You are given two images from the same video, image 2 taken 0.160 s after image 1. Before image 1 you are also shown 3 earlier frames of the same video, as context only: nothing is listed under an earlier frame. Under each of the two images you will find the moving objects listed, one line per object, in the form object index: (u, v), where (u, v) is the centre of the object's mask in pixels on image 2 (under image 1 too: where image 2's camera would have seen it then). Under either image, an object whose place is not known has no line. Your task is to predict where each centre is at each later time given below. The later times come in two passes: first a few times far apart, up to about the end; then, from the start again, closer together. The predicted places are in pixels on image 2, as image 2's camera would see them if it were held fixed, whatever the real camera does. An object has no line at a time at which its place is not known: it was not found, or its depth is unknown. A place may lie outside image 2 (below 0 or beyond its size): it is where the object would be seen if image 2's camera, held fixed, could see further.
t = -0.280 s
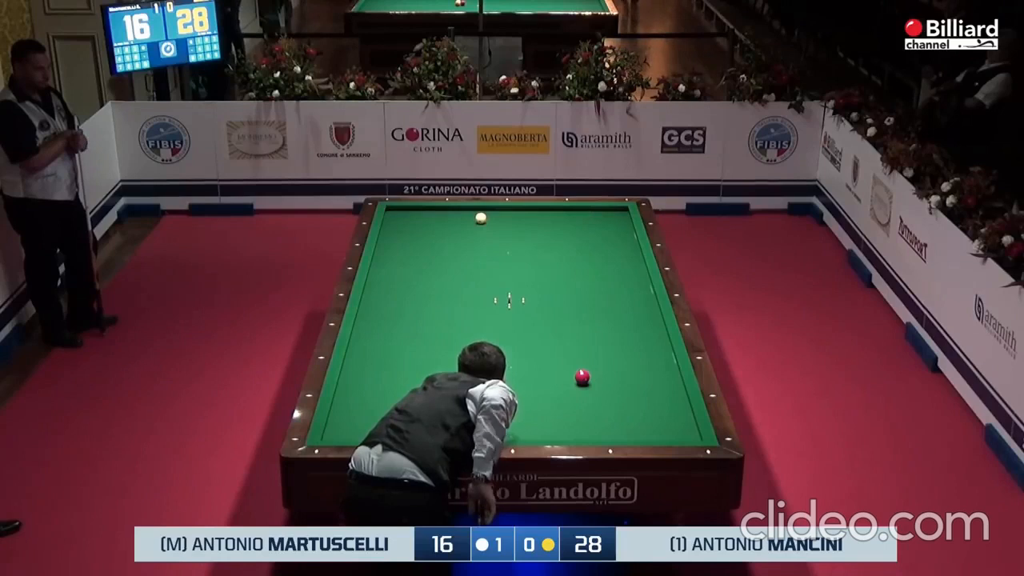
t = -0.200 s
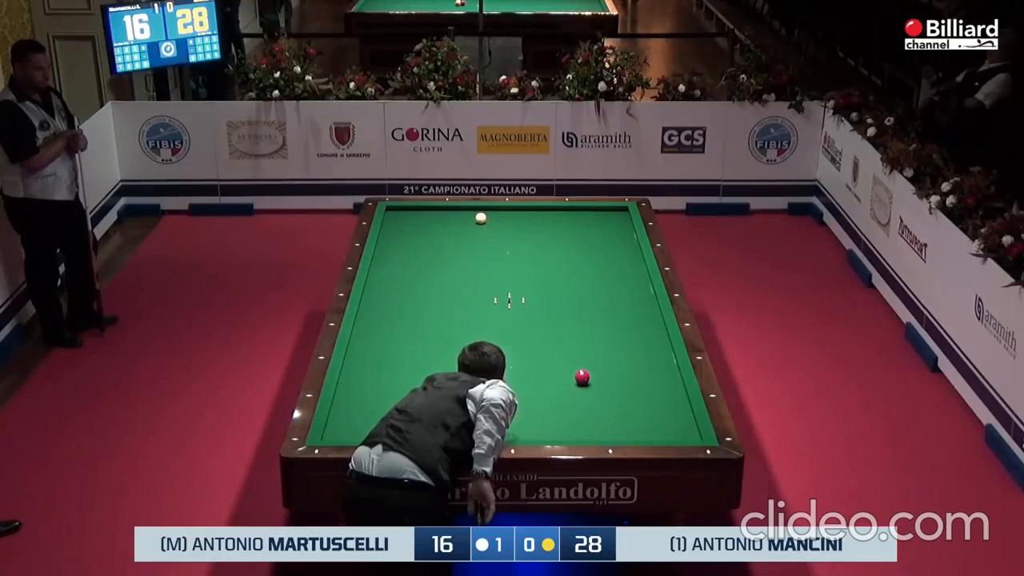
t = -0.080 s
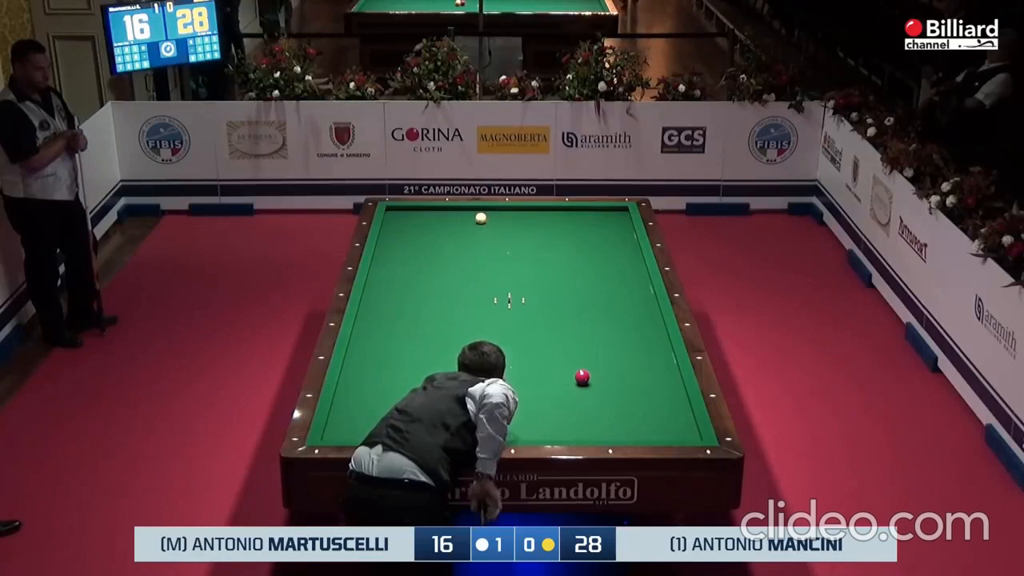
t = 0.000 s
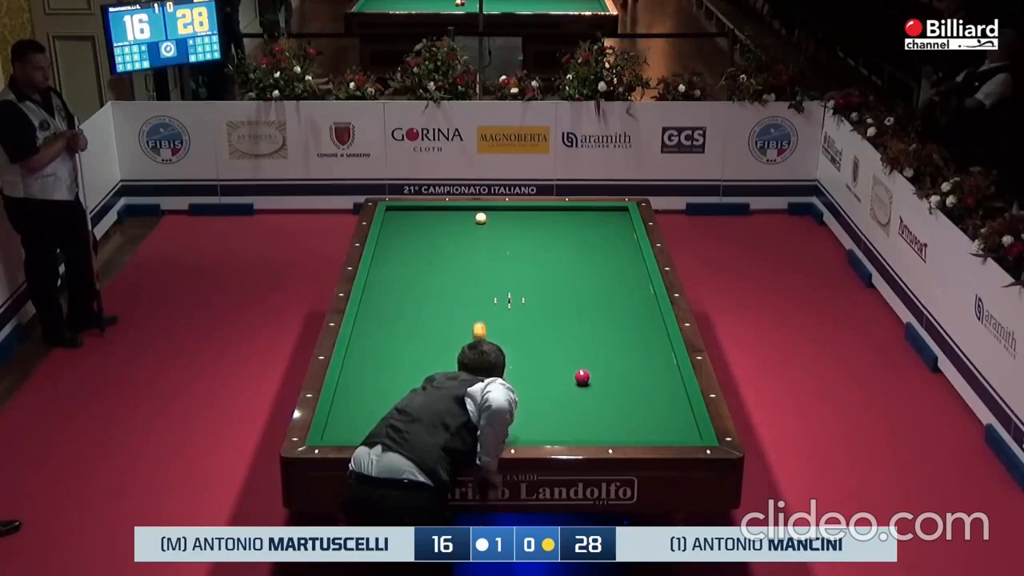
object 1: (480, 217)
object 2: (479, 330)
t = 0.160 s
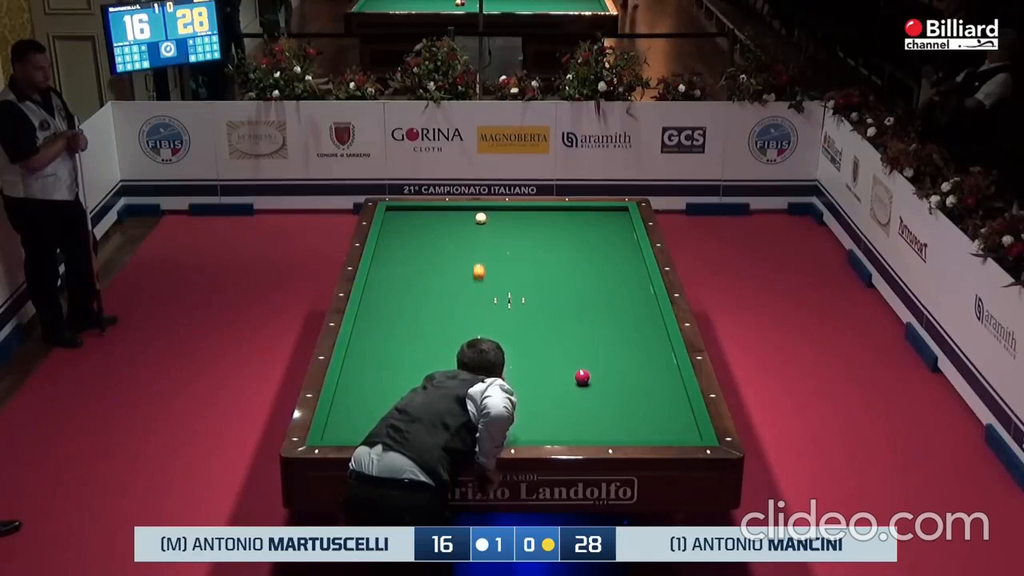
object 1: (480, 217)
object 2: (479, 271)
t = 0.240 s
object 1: (480, 217)
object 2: (479, 247)
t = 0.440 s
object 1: (490, 213)
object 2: (465, 219)
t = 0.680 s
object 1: (502, 254)
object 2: (439, 217)
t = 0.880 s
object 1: (512, 289)
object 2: (419, 215)
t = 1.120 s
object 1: (526, 332)
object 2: (396, 213)
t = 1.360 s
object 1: (541, 384)
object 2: (400, 212)
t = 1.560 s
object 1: (556, 433)
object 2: (410, 212)
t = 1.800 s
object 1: (550, 395)
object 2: (421, 211)
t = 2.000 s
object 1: (546, 367)
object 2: (430, 211)
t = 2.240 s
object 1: (542, 339)
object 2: (441, 210)
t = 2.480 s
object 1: (539, 314)
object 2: (450, 210)
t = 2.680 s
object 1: (536, 295)
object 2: (458, 209)
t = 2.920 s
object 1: (532, 274)
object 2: (467, 209)
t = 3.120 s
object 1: (530, 258)
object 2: (475, 209)
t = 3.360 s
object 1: (527, 241)
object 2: (483, 208)
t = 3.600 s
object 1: (525, 225)
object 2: (491, 208)
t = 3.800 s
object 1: (523, 212)
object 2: (497, 208)
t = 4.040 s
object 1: (521, 214)
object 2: (503, 208)
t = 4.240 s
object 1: (521, 221)
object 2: (509, 208)
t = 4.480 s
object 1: (520, 230)
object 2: (515, 208)
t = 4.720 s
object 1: (519, 239)
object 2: (520, 208)
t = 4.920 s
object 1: (518, 247)
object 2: (524, 209)
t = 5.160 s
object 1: (518, 257)
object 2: (529, 209)
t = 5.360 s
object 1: (517, 265)
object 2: (532, 209)
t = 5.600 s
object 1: (516, 275)
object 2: (536, 209)
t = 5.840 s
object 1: (516, 285)
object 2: (539, 209)
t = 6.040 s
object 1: (515, 293)
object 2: (542, 209)
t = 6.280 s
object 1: (514, 304)
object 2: (544, 209)
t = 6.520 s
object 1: (514, 315)
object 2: (547, 209)
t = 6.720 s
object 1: (513, 324)
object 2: (548, 209)
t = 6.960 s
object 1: (513, 335)
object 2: (549, 209)
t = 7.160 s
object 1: (512, 345)
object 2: (550, 209)
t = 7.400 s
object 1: (512, 356)
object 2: (551, 209)
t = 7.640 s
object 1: (511, 368)
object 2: (551, 209)
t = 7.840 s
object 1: (510, 378)
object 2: (551, 209)
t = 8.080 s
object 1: (510, 391)
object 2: (551, 209)
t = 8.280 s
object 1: (509, 401)
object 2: (551, 209)
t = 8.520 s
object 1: (508, 413)
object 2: (551, 209)
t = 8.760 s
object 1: (508, 426)
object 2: (551, 209)
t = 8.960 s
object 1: (508, 434)
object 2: (551, 209)
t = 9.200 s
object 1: (508, 431)
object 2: (551, 209)
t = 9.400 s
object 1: (507, 427)
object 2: (551, 209)
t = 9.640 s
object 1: (507, 420)
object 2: (551, 209)
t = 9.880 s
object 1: (507, 414)
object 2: (551, 209)
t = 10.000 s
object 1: (507, 411)
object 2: (551, 209)
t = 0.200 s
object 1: (480, 217)
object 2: (479, 259)
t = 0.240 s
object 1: (480, 217)
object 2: (479, 247)
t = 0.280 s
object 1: (480, 217)
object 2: (478, 236)
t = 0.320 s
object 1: (480, 217)
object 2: (478, 227)
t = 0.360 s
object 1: (483, 213)
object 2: (475, 221)
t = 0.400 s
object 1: (488, 207)
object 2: (470, 220)
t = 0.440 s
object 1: (490, 213)
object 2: (465, 219)
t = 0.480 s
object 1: (492, 220)
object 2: (460, 219)
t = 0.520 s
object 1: (494, 226)
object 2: (455, 219)
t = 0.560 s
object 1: (496, 233)
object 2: (452, 218)
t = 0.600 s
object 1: (498, 240)
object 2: (447, 218)
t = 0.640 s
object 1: (500, 247)
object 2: (443, 217)
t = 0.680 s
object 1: (502, 254)
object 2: (439, 217)
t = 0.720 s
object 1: (504, 261)
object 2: (435, 217)
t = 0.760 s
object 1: (506, 268)
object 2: (431, 216)
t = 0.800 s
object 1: (508, 275)
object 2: (427, 216)
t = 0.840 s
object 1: (510, 282)
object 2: (423, 215)
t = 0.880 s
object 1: (512, 289)
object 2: (419, 215)
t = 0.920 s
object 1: (514, 296)
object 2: (415, 215)
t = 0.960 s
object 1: (517, 303)
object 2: (411, 214)
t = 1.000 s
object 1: (518, 310)
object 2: (407, 214)
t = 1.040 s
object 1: (521, 317)
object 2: (403, 214)
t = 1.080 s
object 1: (523, 325)
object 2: (399, 213)
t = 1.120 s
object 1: (526, 332)
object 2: (396, 213)
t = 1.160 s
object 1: (528, 340)
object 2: (392, 212)
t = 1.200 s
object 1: (530, 349)
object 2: (390, 212)
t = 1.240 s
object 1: (533, 357)
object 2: (393, 212)
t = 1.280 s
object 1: (535, 366)
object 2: (396, 212)
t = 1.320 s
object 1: (538, 374)
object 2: (398, 212)
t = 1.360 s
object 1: (541, 384)
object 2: (400, 212)
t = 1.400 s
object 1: (544, 393)
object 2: (402, 212)
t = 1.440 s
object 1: (547, 403)
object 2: (404, 212)
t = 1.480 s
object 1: (550, 413)
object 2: (406, 212)
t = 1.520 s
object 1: (553, 424)
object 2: (408, 212)
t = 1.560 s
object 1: (556, 433)
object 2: (410, 212)
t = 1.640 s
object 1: (555, 425)
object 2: (414, 211)
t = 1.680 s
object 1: (554, 417)
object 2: (415, 211)
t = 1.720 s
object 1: (553, 409)
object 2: (417, 211)
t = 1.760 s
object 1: (552, 402)
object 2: (419, 211)
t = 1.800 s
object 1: (550, 395)
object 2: (421, 211)
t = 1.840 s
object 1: (550, 388)
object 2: (423, 211)
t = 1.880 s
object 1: (549, 382)
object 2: (425, 211)
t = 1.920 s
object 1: (548, 377)
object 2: (427, 211)
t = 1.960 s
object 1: (547, 371)
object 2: (428, 211)
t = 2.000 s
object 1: (546, 367)
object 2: (430, 211)
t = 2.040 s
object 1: (546, 362)
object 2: (432, 211)
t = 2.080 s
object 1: (545, 357)
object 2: (434, 210)
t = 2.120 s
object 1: (544, 352)
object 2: (435, 210)
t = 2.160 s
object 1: (544, 348)
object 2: (437, 210)
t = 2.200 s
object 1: (543, 343)
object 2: (439, 210)
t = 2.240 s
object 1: (542, 339)
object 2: (441, 210)
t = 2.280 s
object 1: (542, 334)
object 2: (442, 210)
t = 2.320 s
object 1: (541, 330)
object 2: (444, 210)
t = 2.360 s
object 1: (541, 326)
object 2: (446, 210)
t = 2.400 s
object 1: (540, 322)
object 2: (447, 210)
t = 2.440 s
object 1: (539, 318)
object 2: (449, 210)
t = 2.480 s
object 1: (539, 314)
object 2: (450, 210)
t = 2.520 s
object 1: (538, 310)
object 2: (452, 210)
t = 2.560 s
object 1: (538, 306)
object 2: (454, 210)
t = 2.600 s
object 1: (537, 302)
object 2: (455, 209)
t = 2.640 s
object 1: (536, 299)
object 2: (457, 209)
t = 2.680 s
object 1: (536, 295)
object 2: (458, 209)
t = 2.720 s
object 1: (535, 291)
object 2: (460, 209)
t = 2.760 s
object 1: (535, 288)
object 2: (461, 209)
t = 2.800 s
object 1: (534, 284)
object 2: (463, 209)
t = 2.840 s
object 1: (534, 281)
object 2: (464, 209)
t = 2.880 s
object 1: (533, 277)
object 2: (466, 209)
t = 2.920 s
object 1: (532, 274)
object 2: (467, 209)
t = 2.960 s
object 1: (532, 271)
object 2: (469, 209)
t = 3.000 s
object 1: (532, 268)
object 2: (470, 209)
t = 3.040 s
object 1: (531, 264)
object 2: (472, 209)
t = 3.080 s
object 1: (531, 262)
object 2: (473, 209)
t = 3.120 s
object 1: (530, 258)
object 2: (475, 209)
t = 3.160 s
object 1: (530, 255)
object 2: (476, 209)
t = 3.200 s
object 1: (529, 252)
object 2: (477, 208)
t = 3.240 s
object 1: (529, 249)
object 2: (479, 208)
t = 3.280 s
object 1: (528, 246)
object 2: (480, 208)
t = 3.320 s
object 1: (528, 244)
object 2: (481, 208)
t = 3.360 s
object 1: (527, 241)
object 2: (483, 208)
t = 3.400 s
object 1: (527, 238)
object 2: (484, 208)
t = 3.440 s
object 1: (526, 235)
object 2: (486, 208)
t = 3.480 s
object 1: (526, 233)
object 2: (487, 208)
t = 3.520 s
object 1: (526, 230)
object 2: (488, 208)
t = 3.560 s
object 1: (525, 227)
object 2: (489, 208)
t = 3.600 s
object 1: (525, 225)
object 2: (491, 208)
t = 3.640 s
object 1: (524, 222)
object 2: (492, 208)
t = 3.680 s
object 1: (524, 220)
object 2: (493, 208)
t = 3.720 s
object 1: (524, 217)
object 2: (495, 208)
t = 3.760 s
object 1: (523, 215)
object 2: (496, 208)
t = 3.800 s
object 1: (523, 212)
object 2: (497, 208)
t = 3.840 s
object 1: (522, 210)
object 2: (498, 208)
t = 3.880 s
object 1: (522, 208)
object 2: (499, 208)
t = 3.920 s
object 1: (522, 209)
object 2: (500, 208)
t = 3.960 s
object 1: (522, 211)
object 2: (502, 208)
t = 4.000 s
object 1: (521, 212)
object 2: (502, 208)
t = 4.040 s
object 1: (521, 214)
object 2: (503, 208)
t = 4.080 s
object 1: (521, 215)
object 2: (505, 208)
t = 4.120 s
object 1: (521, 217)
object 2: (506, 208)
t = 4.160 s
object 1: (521, 218)
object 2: (507, 208)
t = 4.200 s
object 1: (521, 220)
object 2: (508, 208)
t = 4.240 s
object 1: (521, 221)
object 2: (509, 208)
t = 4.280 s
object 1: (520, 223)
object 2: (510, 208)
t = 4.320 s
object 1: (520, 224)
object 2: (511, 208)
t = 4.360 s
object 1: (520, 225)
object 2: (512, 208)
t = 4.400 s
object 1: (520, 227)
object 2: (513, 208)
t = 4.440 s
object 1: (520, 229)
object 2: (514, 208)
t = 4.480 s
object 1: (520, 230)
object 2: (515, 208)
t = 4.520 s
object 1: (520, 232)
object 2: (515, 208)
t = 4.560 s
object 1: (520, 233)
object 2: (516, 208)
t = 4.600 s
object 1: (520, 235)
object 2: (517, 208)
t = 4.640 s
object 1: (519, 236)
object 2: (518, 209)
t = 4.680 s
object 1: (519, 238)
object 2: (519, 209)
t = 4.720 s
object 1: (519, 239)
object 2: (520, 208)
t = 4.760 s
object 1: (519, 241)
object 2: (520, 208)
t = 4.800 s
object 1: (519, 242)
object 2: (522, 209)
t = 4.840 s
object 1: (518, 244)
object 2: (522, 209)
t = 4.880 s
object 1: (518, 246)
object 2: (523, 209)
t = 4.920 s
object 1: (518, 247)
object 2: (524, 209)
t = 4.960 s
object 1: (518, 249)
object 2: (525, 209)
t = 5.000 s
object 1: (518, 250)
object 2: (526, 209)
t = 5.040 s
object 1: (518, 252)
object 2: (526, 209)
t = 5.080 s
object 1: (518, 254)
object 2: (527, 209)
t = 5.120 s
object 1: (518, 255)
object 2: (528, 209)
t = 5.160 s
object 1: (518, 257)
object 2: (529, 209)
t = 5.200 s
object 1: (517, 258)
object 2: (529, 209)
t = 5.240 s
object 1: (517, 260)
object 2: (530, 209)
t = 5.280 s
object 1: (517, 262)
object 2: (531, 209)
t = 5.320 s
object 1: (517, 263)
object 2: (531, 209)
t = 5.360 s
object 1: (517, 265)
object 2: (532, 209)
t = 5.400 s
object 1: (517, 266)
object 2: (533, 209)
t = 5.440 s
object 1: (517, 268)
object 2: (533, 209)
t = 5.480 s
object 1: (517, 270)
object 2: (534, 209)
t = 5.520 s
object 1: (517, 271)
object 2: (535, 209)
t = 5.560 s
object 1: (516, 273)
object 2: (535, 209)
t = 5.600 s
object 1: (516, 275)
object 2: (536, 209)
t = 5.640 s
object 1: (516, 276)
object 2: (536, 209)
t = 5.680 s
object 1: (516, 278)
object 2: (537, 209)
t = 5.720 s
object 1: (516, 280)
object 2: (538, 209)
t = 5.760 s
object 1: (516, 281)
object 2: (538, 209)
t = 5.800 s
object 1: (516, 283)
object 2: (539, 209)
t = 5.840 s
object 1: (516, 285)
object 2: (539, 209)
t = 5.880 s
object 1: (515, 287)
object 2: (540, 209)
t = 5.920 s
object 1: (515, 288)
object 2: (540, 209)
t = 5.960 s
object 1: (515, 290)
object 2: (541, 209)
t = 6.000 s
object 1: (515, 292)
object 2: (541, 209)
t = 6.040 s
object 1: (515, 293)
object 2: (542, 209)
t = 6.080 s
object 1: (515, 295)
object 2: (542, 209)
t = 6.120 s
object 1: (515, 297)
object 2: (543, 209)
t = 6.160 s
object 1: (515, 299)
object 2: (543, 209)
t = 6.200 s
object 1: (515, 300)
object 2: (544, 209)
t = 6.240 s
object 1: (514, 302)
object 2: (544, 209)
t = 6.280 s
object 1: (514, 304)
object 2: (544, 209)
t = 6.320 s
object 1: (514, 306)
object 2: (545, 209)
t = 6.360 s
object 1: (514, 308)
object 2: (545, 210)
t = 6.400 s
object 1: (514, 309)
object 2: (546, 210)
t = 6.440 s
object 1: (514, 311)
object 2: (546, 209)
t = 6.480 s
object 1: (514, 313)
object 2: (546, 209)
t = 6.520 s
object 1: (514, 315)
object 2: (547, 209)
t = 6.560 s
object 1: (513, 317)
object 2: (547, 209)
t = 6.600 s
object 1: (513, 319)
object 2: (547, 209)
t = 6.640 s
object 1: (513, 321)
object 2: (548, 209)
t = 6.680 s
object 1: (513, 322)
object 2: (548, 209)
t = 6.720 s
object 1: (513, 324)
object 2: (548, 209)
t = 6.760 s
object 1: (513, 326)
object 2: (548, 209)
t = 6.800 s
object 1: (513, 328)
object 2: (549, 209)
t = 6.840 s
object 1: (513, 330)
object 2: (549, 209)
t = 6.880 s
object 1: (513, 332)
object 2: (549, 209)
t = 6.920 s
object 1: (513, 333)
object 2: (549, 209)
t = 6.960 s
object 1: (513, 335)
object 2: (549, 209)
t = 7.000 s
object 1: (512, 337)
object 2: (550, 209)
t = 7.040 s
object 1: (512, 339)
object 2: (550, 209)
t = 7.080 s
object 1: (512, 341)
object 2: (550, 209)
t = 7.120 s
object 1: (512, 343)
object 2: (550, 209)
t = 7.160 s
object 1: (512, 345)
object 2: (550, 209)
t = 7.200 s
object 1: (512, 347)
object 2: (550, 209)
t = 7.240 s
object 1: (512, 348)
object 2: (551, 209)
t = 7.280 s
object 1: (512, 350)
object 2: (551, 209)
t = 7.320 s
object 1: (512, 352)
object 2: (551, 209)
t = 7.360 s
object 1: (512, 354)
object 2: (551, 209)
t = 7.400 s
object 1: (512, 356)
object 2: (551, 209)
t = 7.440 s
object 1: (512, 358)
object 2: (551, 209)
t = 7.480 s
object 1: (511, 360)
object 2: (551, 209)
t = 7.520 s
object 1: (511, 362)
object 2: (551, 209)
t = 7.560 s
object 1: (511, 364)
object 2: (551, 209)
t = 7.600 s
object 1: (511, 366)
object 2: (551, 209)
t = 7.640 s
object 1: (511, 368)
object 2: (551, 209)
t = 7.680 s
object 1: (511, 370)
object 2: (551, 209)
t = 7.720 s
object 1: (511, 372)
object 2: (551, 209)
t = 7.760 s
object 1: (511, 374)
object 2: (551, 209)
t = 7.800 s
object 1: (511, 376)
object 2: (551, 209)
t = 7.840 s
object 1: (510, 378)
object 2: (551, 209)
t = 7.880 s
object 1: (510, 380)
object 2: (551, 209)
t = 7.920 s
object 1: (510, 382)
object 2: (551, 209)
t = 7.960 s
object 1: (510, 384)
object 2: (551, 209)
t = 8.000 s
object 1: (510, 386)
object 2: (551, 209)
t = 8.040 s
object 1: (510, 388)
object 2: (551, 209)
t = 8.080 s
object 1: (510, 391)
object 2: (551, 209)
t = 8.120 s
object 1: (510, 393)
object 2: (551, 209)
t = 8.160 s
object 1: (509, 395)
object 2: (551, 209)
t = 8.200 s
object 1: (509, 397)
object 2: (551, 209)
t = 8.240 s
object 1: (509, 398)
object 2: (551, 209)
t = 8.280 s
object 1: (509, 401)
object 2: (551, 209)
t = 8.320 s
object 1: (509, 403)
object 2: (551, 209)
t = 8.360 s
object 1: (509, 405)
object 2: (551, 209)
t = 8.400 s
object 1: (509, 407)
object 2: (551, 209)
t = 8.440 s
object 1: (508, 409)
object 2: (551, 209)
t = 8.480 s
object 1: (509, 411)
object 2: (551, 209)
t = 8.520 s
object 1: (508, 413)
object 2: (551, 209)
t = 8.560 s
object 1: (508, 415)
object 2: (551, 209)
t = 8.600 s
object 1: (508, 417)
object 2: (551, 209)
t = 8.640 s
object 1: (508, 419)
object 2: (551, 209)
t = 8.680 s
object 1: (508, 421)
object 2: (551, 209)
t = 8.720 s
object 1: (508, 424)
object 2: (551, 209)
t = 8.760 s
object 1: (508, 426)
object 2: (551, 209)
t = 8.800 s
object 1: (508, 428)
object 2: (551, 209)
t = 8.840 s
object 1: (508, 430)
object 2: (551, 209)
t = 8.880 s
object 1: (508, 431)
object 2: (551, 209)
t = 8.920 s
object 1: (508, 432)
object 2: (551, 209)
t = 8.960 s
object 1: (508, 434)
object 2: (551, 209)
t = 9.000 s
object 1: (508, 435)
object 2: (551, 209)
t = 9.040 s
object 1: (508, 434)
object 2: (551, 209)
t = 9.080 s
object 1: (508, 433)
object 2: (551, 209)
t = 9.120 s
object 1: (508, 433)
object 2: (551, 209)
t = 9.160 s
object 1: (508, 432)
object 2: (551, 209)
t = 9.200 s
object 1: (508, 431)
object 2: (551, 209)
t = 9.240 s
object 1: (508, 431)
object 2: (551, 209)
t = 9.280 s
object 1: (508, 430)
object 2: (551, 209)
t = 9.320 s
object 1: (508, 429)
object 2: (551, 209)
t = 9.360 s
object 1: (508, 428)
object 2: (551, 209)
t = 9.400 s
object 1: (507, 427)
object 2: (551, 209)
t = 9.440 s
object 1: (508, 425)
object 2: (551, 209)
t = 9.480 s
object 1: (508, 424)
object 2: (551, 209)
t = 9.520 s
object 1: (508, 423)
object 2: (551, 209)
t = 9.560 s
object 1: (508, 422)
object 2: (551, 209)
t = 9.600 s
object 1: (507, 421)
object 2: (551, 209)
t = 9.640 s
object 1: (507, 420)
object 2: (551, 209)
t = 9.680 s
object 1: (507, 419)
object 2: (551, 209)
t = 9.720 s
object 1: (507, 418)
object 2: (551, 209)
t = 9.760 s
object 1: (507, 417)
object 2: (551, 209)
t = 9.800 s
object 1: (507, 415)
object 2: (551, 209)
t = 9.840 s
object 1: (507, 415)
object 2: (551, 209)
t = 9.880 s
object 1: (507, 414)
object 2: (551, 209)
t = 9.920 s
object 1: (507, 413)
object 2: (551, 209)
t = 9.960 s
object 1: (507, 412)
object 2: (551, 209)
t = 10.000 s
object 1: (507, 411)
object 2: (551, 209)
